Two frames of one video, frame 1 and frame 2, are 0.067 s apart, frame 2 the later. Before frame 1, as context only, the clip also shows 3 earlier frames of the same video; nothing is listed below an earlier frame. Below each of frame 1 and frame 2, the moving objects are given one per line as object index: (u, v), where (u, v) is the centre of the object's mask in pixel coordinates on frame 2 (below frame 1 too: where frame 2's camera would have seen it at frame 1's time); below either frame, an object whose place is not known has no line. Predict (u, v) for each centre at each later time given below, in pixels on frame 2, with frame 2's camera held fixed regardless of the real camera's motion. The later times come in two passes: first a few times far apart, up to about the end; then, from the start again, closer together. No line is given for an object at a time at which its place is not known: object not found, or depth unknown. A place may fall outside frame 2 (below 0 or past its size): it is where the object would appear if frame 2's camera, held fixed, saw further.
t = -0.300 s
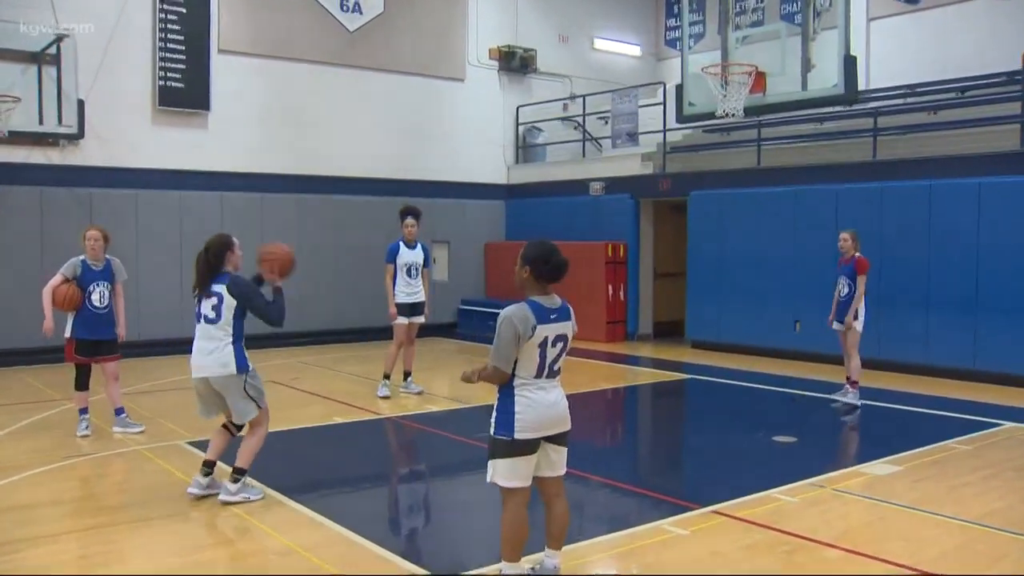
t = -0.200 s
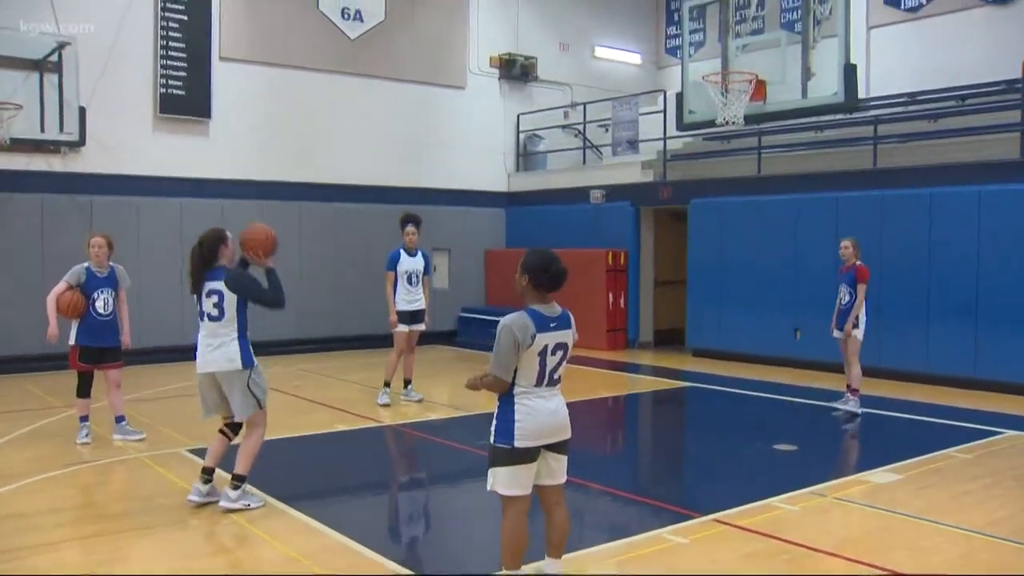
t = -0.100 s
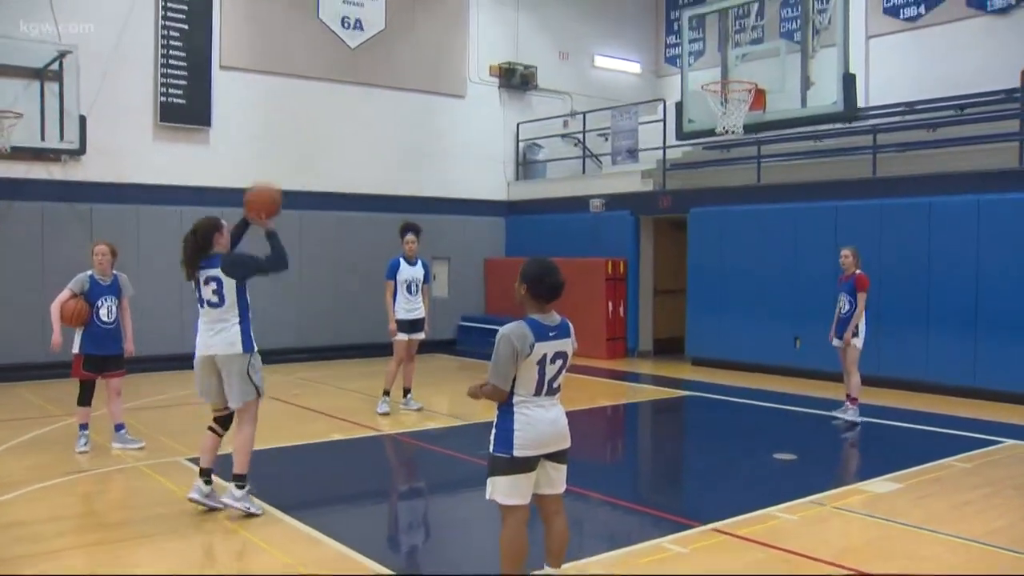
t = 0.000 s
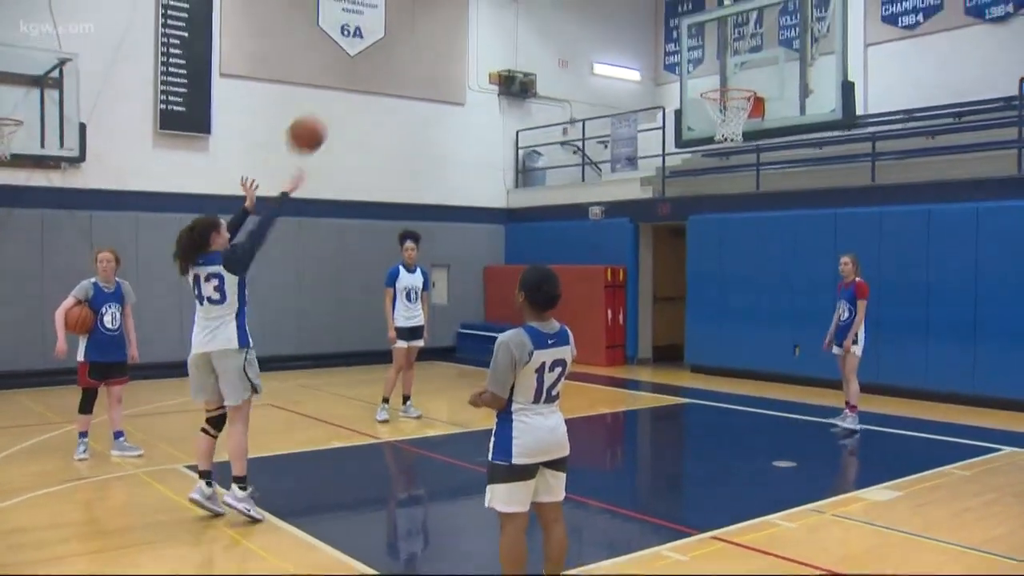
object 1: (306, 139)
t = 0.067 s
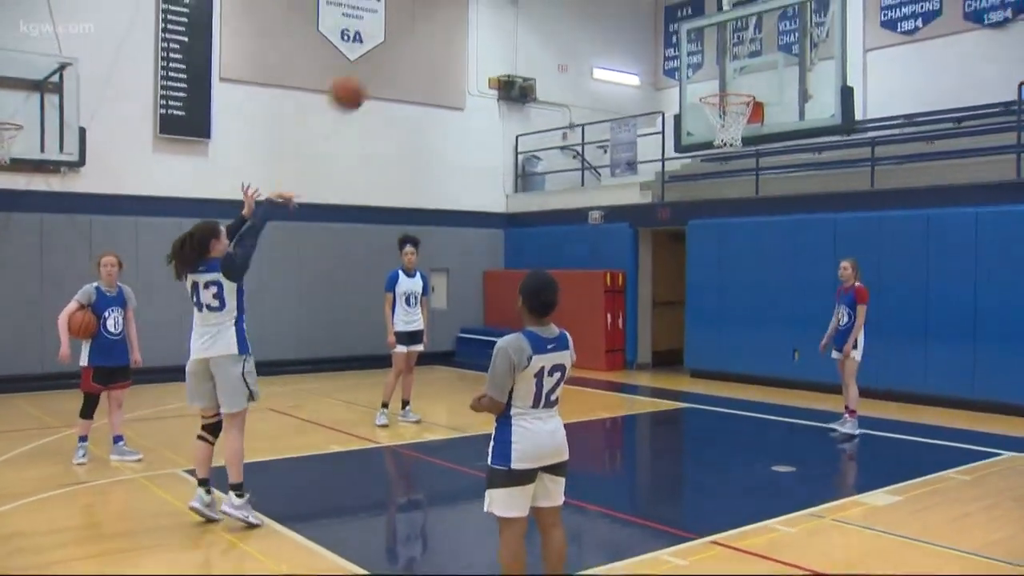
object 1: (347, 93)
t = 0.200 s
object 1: (424, 29)
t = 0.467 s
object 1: (555, -7)
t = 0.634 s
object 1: (624, 4)
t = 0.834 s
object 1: (697, 69)
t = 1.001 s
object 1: (732, 79)
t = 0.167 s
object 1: (405, 42)
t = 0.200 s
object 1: (424, 29)
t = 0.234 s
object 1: (442, 16)
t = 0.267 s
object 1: (459, 8)
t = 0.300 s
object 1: (476, 3)
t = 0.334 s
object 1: (493, -1)
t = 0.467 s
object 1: (555, -7)
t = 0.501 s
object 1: (569, -7)
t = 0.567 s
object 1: (597, -5)
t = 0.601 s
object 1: (611, -2)
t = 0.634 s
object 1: (624, 4)
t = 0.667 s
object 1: (637, 12)
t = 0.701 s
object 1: (650, 21)
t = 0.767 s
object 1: (672, 42)
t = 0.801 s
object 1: (685, 55)
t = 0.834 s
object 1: (697, 69)
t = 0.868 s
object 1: (707, 81)
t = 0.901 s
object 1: (715, 82)
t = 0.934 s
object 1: (721, 80)
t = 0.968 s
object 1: (726, 79)
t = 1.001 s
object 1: (732, 79)
